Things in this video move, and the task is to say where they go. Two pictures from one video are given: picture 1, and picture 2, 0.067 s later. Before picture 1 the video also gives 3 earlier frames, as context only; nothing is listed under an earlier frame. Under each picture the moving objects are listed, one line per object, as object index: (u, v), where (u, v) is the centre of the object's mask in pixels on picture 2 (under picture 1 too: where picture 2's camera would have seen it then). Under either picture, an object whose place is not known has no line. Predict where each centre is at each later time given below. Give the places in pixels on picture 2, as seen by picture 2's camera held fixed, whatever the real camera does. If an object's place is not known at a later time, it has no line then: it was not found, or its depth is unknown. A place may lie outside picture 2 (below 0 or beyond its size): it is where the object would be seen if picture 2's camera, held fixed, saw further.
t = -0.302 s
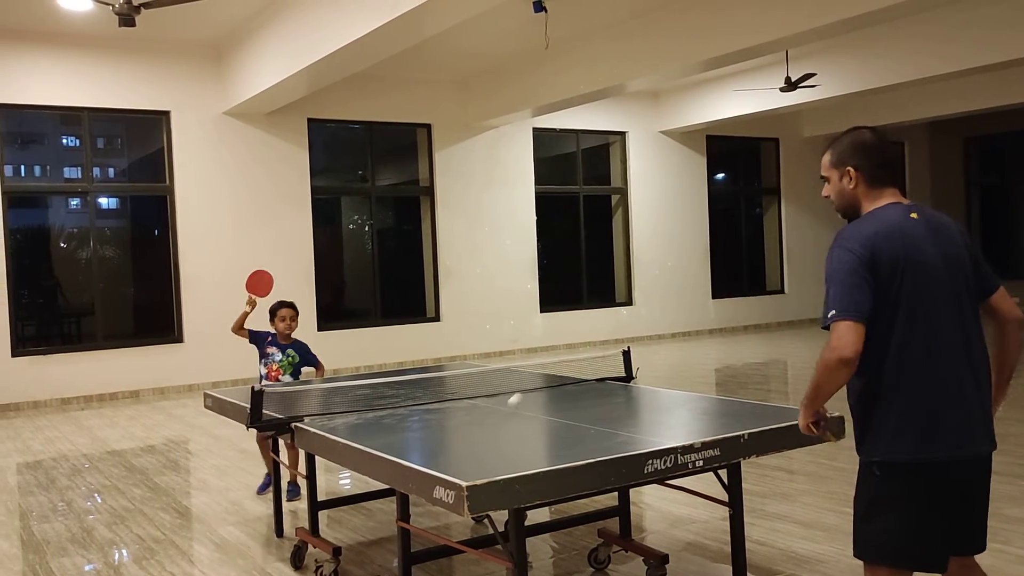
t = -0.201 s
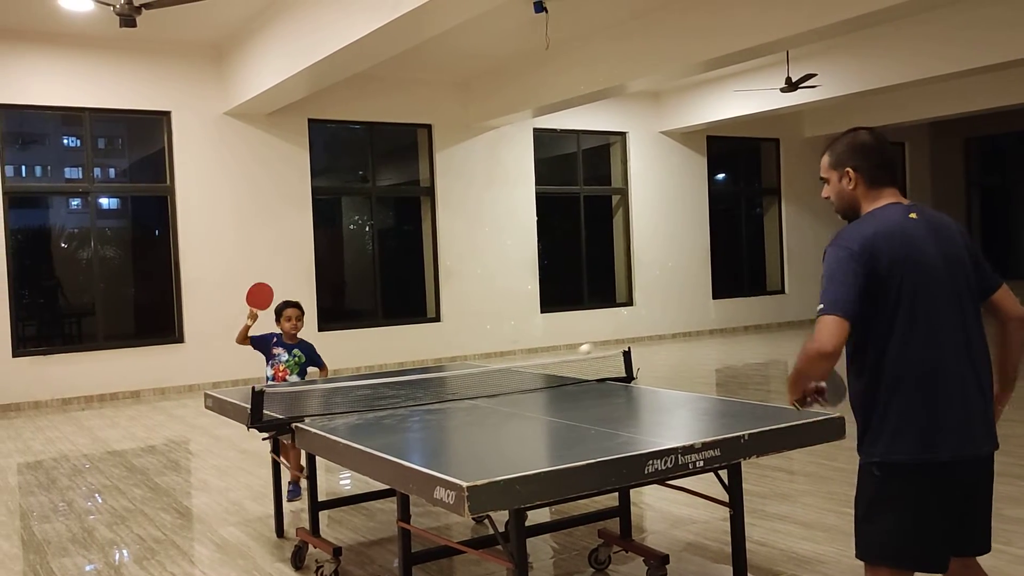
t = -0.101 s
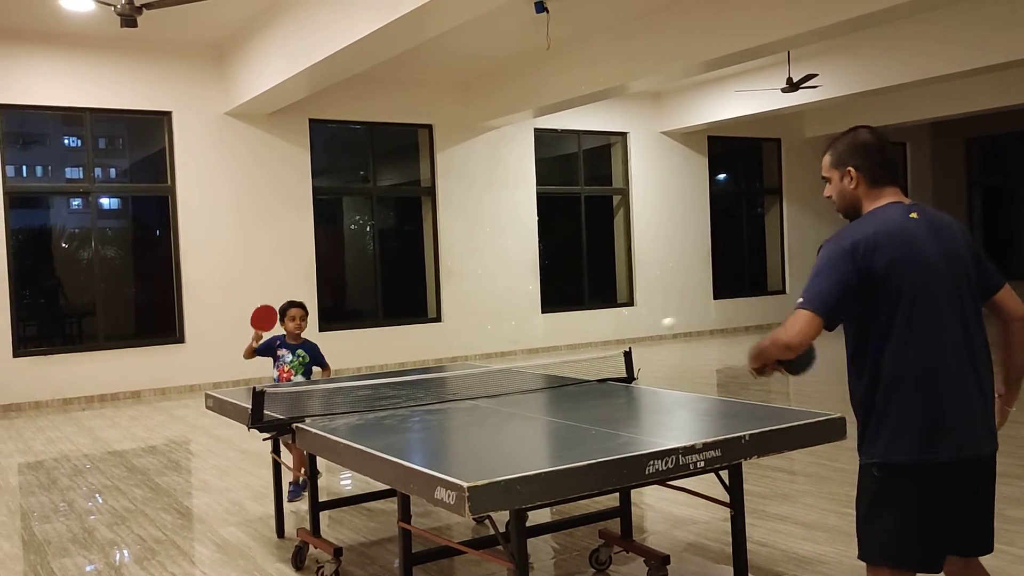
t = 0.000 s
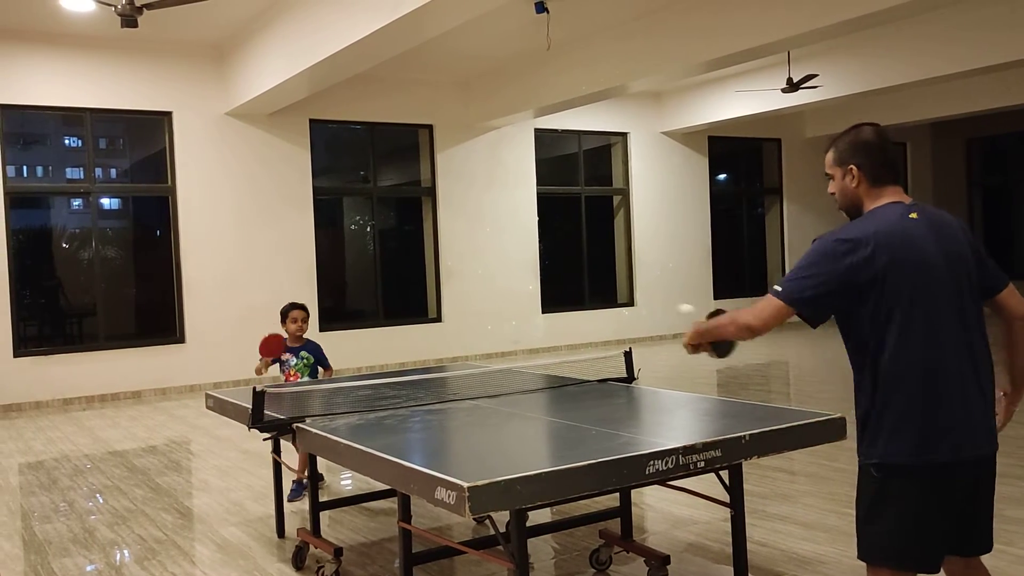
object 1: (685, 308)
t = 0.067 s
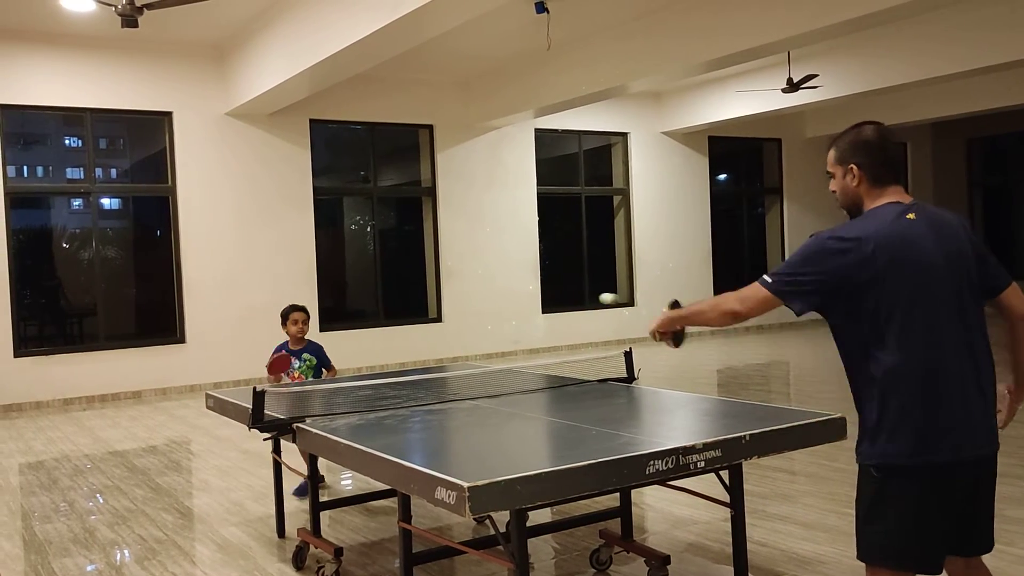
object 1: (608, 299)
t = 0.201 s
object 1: (498, 318)
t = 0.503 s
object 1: (371, 323)
